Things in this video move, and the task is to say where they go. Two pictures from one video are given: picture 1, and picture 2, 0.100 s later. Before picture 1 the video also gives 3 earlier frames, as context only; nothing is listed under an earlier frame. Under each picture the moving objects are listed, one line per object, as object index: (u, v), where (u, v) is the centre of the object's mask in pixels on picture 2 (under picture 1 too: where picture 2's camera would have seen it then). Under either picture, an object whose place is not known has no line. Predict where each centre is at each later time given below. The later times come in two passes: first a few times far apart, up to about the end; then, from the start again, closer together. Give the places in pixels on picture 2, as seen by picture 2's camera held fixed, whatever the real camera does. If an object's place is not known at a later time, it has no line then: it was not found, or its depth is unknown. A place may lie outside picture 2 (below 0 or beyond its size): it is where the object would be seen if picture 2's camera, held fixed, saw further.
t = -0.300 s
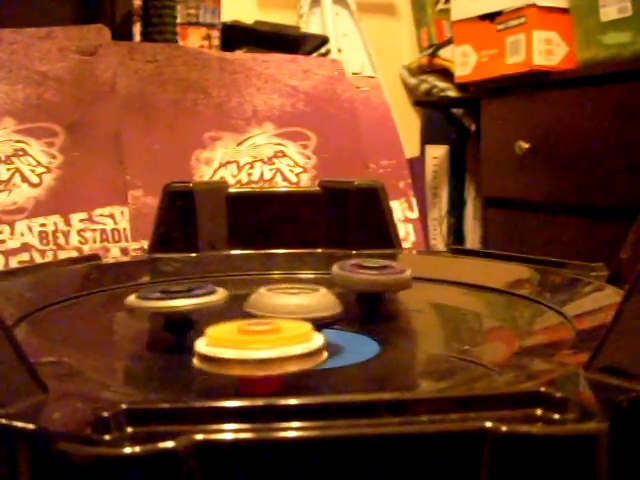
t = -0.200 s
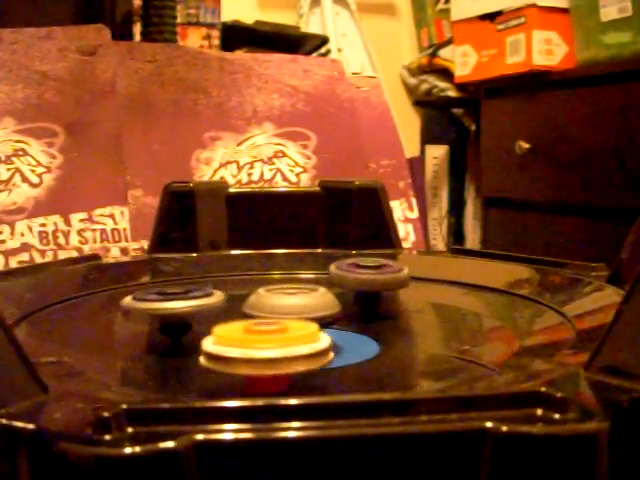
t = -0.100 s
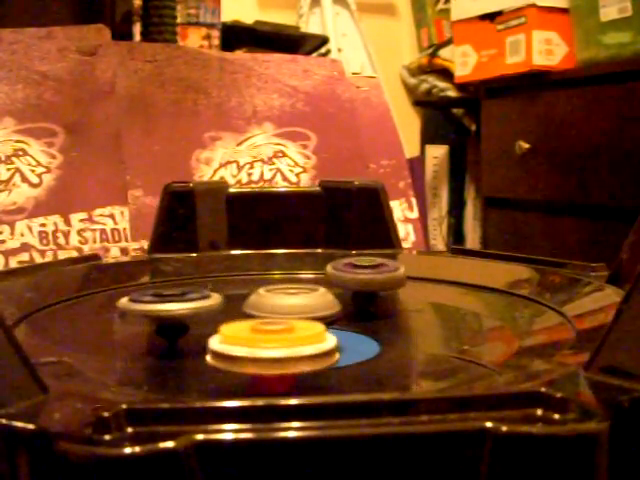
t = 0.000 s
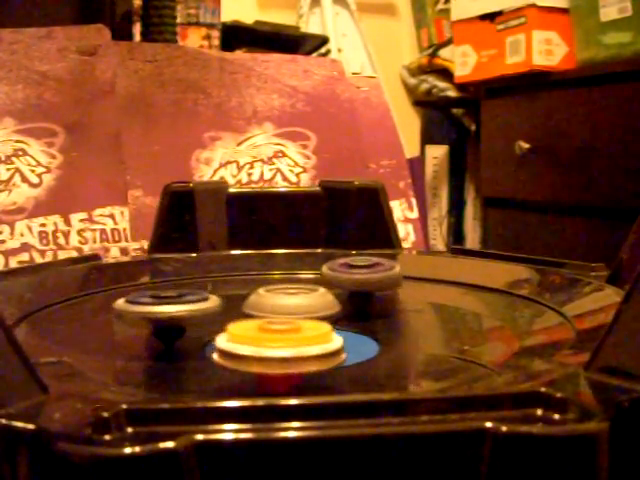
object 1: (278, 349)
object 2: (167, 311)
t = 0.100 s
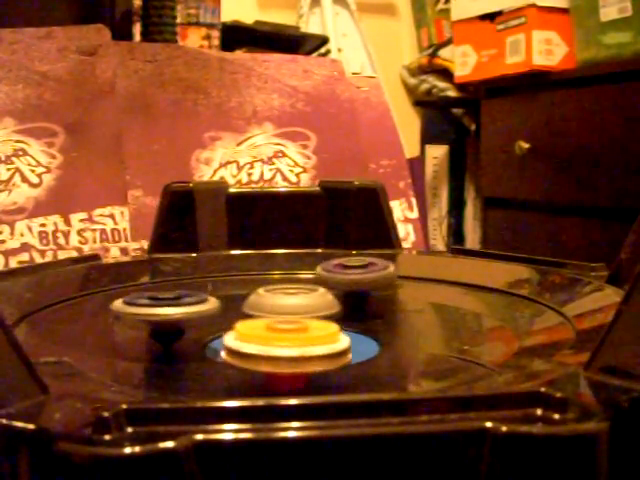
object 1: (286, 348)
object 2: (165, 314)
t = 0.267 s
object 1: (299, 346)
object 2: (164, 316)
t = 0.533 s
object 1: (321, 341)
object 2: (176, 320)
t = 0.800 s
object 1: (343, 335)
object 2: (186, 328)
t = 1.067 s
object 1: (361, 329)
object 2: (169, 330)
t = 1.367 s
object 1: (386, 323)
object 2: (176, 331)
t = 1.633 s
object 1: (405, 319)
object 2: (211, 330)
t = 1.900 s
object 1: (418, 316)
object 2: (259, 331)
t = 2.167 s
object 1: (421, 314)
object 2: (301, 333)
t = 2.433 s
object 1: (421, 312)
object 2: (328, 334)
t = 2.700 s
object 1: (411, 308)
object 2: (342, 339)
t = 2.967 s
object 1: (417, 307)
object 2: (343, 335)
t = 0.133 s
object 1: (289, 348)
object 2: (164, 314)
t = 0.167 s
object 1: (291, 348)
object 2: (164, 314)
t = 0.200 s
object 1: (294, 347)
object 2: (163, 315)
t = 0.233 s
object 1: (297, 346)
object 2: (163, 315)
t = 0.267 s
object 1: (299, 346)
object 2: (164, 316)
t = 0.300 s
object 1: (302, 345)
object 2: (164, 316)
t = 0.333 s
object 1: (305, 345)
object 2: (165, 316)
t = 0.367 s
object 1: (307, 344)
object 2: (166, 316)
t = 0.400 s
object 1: (310, 344)
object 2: (168, 317)
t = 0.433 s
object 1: (313, 344)
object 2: (169, 318)
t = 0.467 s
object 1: (316, 343)
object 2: (171, 319)
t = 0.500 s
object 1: (318, 342)
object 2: (172, 320)
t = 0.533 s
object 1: (321, 341)
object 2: (176, 320)
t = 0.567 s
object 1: (324, 340)
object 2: (179, 319)
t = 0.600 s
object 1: (327, 340)
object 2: (182, 320)
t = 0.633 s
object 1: (330, 339)
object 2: (183, 324)
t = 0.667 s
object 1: (332, 338)
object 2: (184, 325)
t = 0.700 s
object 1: (334, 337)
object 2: (187, 326)
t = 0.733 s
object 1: (338, 337)
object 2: (189, 327)
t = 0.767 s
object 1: (340, 336)
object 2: (190, 328)
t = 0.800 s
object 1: (343, 335)
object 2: (186, 328)
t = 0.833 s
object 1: (344, 335)
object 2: (174, 329)
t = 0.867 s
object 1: (348, 334)
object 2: (174, 327)
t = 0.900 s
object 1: (349, 333)
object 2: (172, 328)
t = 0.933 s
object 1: (351, 332)
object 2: (170, 329)
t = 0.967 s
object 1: (354, 332)
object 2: (169, 329)
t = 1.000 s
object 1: (356, 331)
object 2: (169, 329)
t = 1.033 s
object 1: (359, 330)
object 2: (168, 330)
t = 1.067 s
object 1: (361, 329)
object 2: (169, 330)
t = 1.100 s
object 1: (364, 328)
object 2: (168, 329)
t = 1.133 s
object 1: (367, 328)
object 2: (168, 330)
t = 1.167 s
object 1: (370, 327)
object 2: (168, 330)
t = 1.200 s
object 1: (372, 326)
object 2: (168, 331)
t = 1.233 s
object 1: (375, 326)
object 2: (169, 331)
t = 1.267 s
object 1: (379, 326)
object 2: (170, 331)
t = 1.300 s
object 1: (381, 324)
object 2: (172, 331)
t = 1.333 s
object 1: (384, 323)
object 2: (174, 331)
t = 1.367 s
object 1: (386, 323)
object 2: (176, 331)
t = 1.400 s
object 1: (389, 323)
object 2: (178, 332)
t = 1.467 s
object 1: (394, 322)
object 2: (185, 331)
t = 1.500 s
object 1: (396, 321)
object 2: (189, 331)
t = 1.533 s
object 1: (399, 320)
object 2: (193, 332)
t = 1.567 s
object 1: (401, 320)
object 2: (198, 332)
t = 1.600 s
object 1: (403, 320)
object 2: (203, 331)
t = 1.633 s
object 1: (405, 319)
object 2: (211, 330)
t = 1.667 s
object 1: (407, 319)
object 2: (217, 330)
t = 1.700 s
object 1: (409, 318)
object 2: (221, 331)
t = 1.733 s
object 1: (411, 318)
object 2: (226, 331)
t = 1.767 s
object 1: (413, 317)
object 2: (234, 331)
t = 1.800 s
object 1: (414, 317)
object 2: (241, 331)
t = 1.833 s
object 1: (416, 316)
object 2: (248, 331)
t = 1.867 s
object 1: (417, 316)
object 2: (254, 331)
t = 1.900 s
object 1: (418, 316)
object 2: (259, 331)
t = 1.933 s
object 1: (419, 316)
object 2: (265, 331)
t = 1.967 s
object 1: (420, 316)
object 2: (271, 331)
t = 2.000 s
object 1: (421, 315)
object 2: (277, 331)
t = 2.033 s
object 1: (421, 315)
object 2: (282, 332)
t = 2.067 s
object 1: (421, 315)
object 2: (288, 332)
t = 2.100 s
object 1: (422, 315)
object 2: (293, 333)
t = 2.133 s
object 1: (421, 314)
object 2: (297, 333)
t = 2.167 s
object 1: (421, 314)
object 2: (301, 333)
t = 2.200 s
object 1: (421, 314)
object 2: (303, 333)
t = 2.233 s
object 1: (421, 314)
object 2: (308, 333)
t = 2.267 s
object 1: (422, 314)
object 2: (310, 334)
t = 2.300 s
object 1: (422, 313)
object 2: (312, 334)
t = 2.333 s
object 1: (422, 313)
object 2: (319, 333)
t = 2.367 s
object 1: (422, 313)
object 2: (322, 334)
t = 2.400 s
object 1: (422, 313)
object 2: (327, 334)
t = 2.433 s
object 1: (421, 312)
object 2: (328, 334)
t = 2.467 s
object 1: (421, 312)
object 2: (331, 335)
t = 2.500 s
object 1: (420, 312)
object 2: (333, 335)
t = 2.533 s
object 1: (419, 312)
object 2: (335, 336)
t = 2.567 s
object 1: (418, 311)
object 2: (338, 336)
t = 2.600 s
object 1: (416, 310)
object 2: (339, 338)
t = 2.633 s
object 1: (414, 309)
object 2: (340, 338)
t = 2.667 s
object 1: (412, 309)
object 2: (341, 338)
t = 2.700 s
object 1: (411, 308)
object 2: (342, 339)
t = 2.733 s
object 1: (408, 308)
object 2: (342, 339)
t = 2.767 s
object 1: (406, 307)
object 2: (343, 340)
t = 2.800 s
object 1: (404, 306)
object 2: (343, 339)
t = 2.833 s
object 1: (402, 306)
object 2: (342, 339)
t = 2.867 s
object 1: (401, 306)
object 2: (343, 338)
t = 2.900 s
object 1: (402, 306)
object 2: (343, 338)
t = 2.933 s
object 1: (402, 306)
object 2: (343, 338)
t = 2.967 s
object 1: (417, 307)
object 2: (343, 335)
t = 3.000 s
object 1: (428, 309)
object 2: (340, 334)
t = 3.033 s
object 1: (437, 312)
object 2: (341, 332)
